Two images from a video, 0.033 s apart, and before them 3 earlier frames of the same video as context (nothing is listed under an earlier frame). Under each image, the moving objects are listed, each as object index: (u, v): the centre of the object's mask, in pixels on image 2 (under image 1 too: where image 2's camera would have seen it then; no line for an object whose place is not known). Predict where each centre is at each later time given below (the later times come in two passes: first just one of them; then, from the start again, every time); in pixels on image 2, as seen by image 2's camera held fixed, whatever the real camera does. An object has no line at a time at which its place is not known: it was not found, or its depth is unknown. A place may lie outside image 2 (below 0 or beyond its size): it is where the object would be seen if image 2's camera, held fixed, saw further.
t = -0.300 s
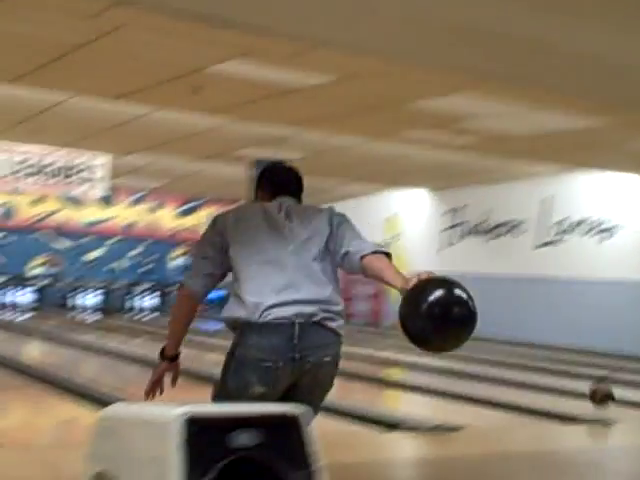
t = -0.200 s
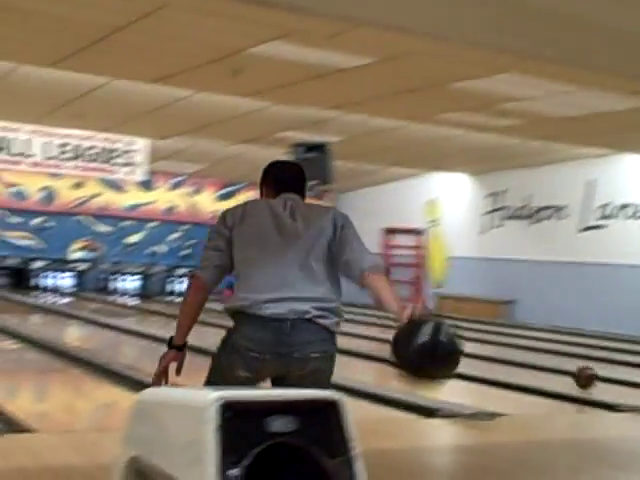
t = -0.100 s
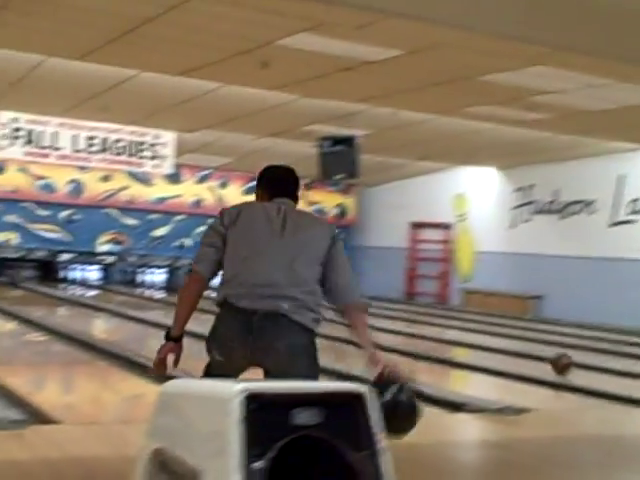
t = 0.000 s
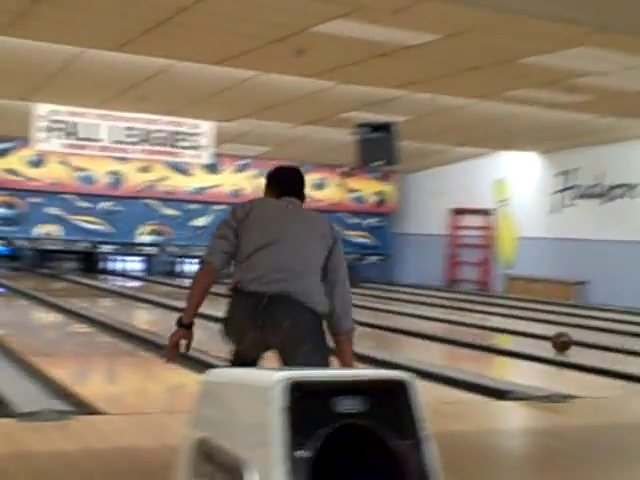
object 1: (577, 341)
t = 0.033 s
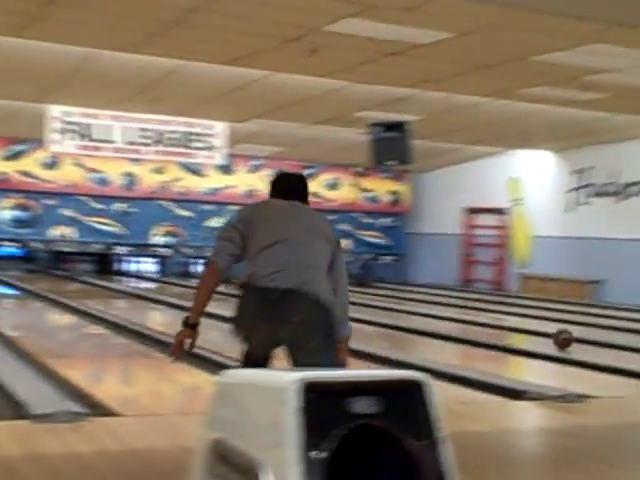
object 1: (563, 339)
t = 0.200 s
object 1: (496, 328)
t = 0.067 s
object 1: (549, 337)
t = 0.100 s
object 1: (536, 335)
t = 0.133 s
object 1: (523, 332)
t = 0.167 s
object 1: (506, 328)
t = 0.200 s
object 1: (496, 328)
